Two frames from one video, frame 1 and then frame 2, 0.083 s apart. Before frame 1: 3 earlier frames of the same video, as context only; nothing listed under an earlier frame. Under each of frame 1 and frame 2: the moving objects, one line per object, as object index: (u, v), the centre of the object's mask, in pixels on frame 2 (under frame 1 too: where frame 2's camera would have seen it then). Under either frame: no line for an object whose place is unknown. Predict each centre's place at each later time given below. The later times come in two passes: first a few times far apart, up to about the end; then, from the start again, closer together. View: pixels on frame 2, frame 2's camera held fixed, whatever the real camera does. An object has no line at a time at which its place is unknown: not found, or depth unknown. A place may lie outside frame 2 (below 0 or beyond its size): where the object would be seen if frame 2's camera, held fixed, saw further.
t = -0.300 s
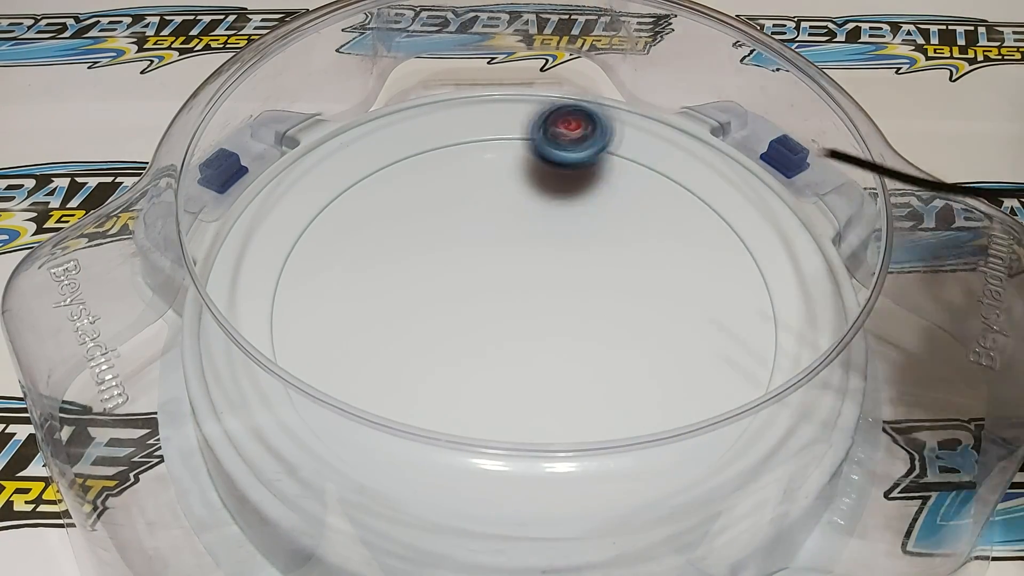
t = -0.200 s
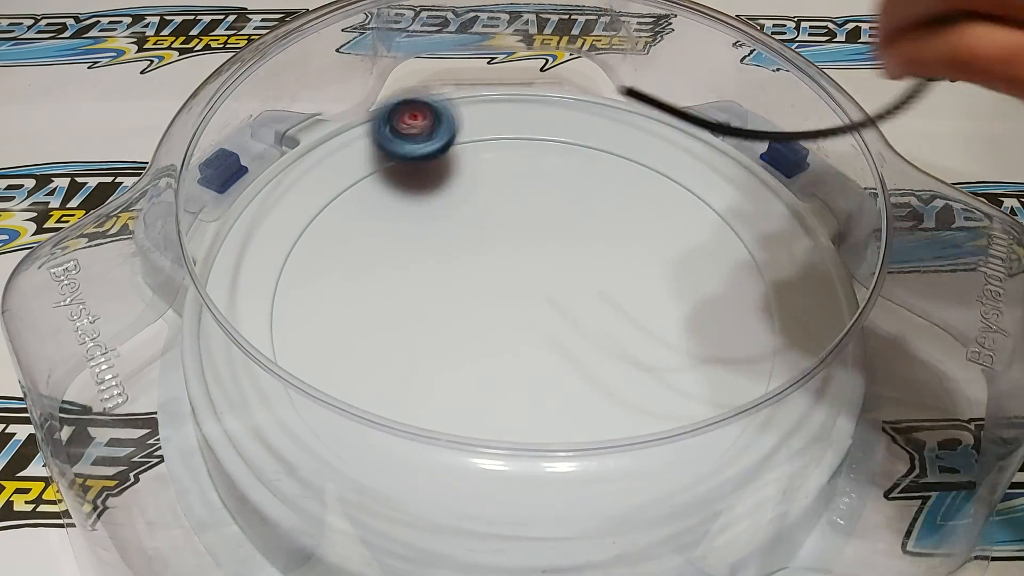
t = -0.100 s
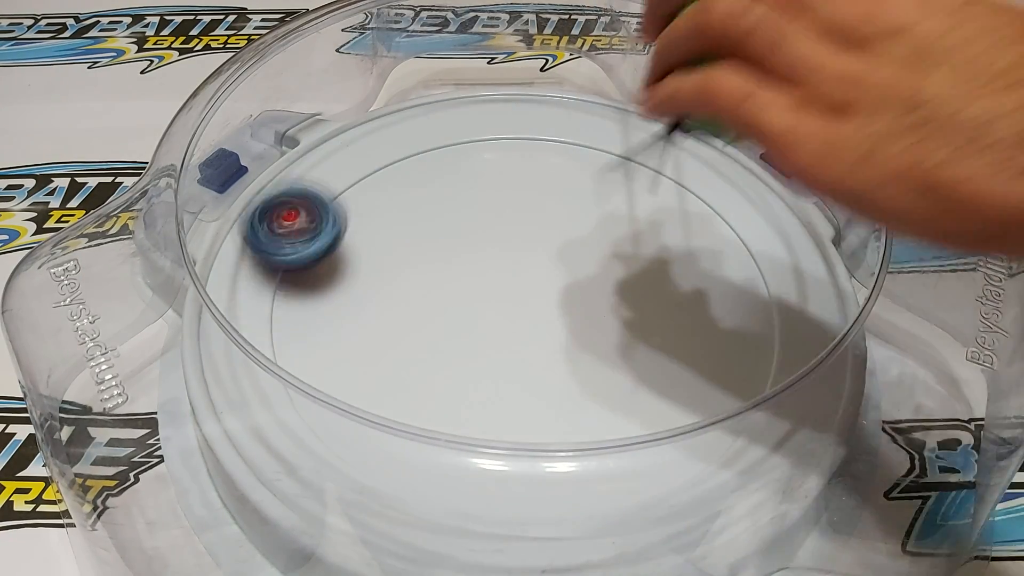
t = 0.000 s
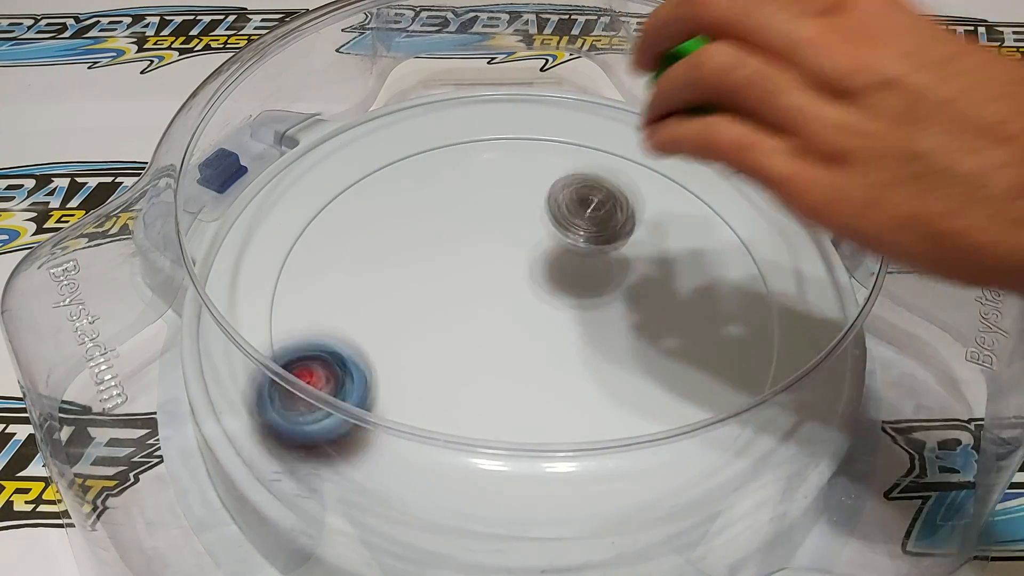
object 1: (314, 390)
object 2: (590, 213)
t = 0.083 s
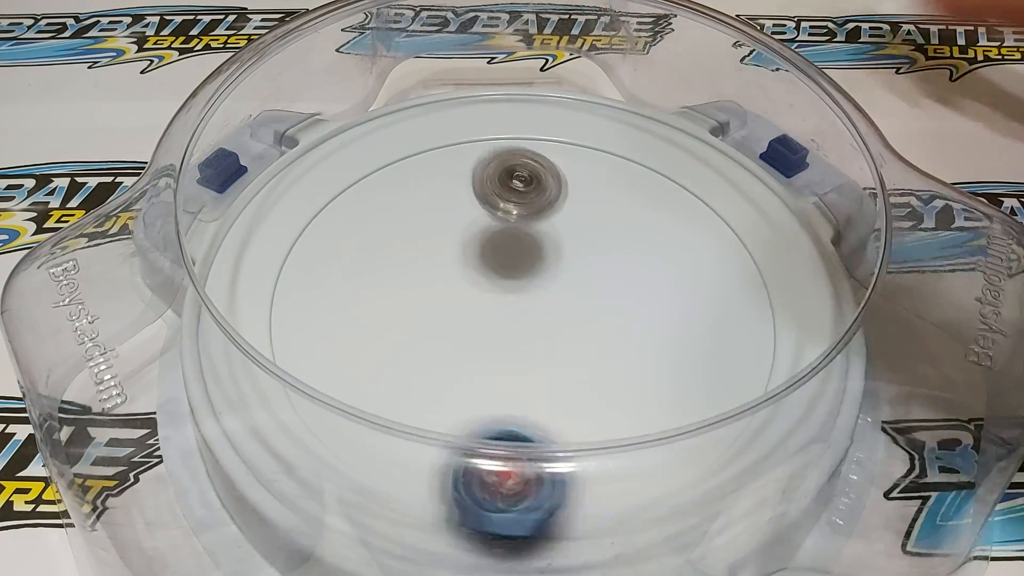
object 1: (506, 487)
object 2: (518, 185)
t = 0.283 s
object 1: (727, 203)
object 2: (388, 227)
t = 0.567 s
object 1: (321, 401)
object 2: (548, 357)
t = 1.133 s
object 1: (419, 96)
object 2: (356, 238)
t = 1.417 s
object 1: (578, 380)
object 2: (396, 319)
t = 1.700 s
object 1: (940, 423)
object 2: (618, 266)
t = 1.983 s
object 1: (915, 391)
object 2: (465, 61)
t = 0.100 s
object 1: (558, 488)
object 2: (504, 179)
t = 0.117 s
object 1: (602, 480)
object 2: (488, 177)
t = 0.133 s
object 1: (648, 464)
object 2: (473, 178)
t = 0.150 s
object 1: (688, 440)
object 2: (458, 184)
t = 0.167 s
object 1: (718, 417)
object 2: (444, 196)
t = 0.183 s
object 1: (741, 385)
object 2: (429, 210)
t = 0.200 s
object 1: (757, 352)
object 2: (421, 211)
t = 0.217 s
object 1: (766, 325)
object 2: (414, 207)
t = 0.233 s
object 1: (767, 290)
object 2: (406, 206)
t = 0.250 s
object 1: (761, 261)
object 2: (399, 210)
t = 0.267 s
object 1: (747, 232)
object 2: (393, 217)
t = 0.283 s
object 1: (727, 203)
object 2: (388, 227)
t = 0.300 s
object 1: (704, 180)
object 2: (385, 231)
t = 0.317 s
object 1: (673, 161)
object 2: (383, 239)
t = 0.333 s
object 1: (642, 142)
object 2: (383, 247)
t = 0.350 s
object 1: (607, 129)
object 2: (384, 255)
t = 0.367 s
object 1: (567, 121)
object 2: (388, 265)
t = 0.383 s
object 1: (529, 116)
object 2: (393, 274)
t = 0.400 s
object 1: (487, 115)
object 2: (399, 284)
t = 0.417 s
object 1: (448, 121)
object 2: (408, 293)
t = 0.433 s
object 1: (409, 130)
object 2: (419, 303)
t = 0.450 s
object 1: (373, 146)
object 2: (430, 313)
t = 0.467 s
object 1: (340, 168)
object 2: (444, 321)
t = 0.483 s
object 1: (311, 196)
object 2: (459, 329)
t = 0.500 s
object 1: (287, 230)
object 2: (474, 338)
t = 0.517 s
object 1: (276, 270)
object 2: (492, 343)
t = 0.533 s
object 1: (279, 311)
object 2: (510, 350)
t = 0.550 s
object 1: (291, 355)
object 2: (529, 352)
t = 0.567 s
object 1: (321, 401)
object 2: (548, 357)
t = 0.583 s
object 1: (365, 443)
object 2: (566, 361)
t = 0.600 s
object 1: (425, 464)
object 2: (585, 361)
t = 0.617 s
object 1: (494, 481)
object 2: (603, 361)
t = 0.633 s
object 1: (565, 491)
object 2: (622, 362)
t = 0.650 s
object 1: (638, 499)
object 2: (638, 358)
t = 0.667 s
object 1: (701, 494)
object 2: (655, 358)
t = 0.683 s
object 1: (733, 460)
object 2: (669, 350)
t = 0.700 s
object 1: (768, 428)
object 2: (682, 347)
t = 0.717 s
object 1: (790, 395)
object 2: (693, 339)
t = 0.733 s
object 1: (809, 360)
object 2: (706, 333)
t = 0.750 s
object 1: (811, 321)
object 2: (715, 329)
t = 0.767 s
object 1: (829, 288)
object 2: (723, 322)
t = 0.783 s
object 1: (827, 263)
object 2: (727, 316)
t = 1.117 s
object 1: (415, 81)
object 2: (364, 241)
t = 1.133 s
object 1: (419, 96)
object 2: (356, 238)
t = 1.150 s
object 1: (421, 110)
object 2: (349, 238)
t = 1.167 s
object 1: (422, 124)
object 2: (343, 237)
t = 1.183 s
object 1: (424, 142)
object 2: (339, 237)
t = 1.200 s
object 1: (427, 162)
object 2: (336, 238)
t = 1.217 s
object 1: (429, 180)
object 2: (335, 240)
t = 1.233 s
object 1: (432, 199)
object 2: (335, 243)
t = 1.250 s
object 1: (435, 217)
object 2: (337, 247)
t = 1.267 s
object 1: (438, 236)
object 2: (340, 252)
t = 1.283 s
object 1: (447, 253)
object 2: (341, 257)
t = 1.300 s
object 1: (458, 273)
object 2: (342, 263)
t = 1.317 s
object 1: (473, 290)
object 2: (344, 268)
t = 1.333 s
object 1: (488, 309)
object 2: (349, 276)
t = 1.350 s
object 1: (505, 325)
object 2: (355, 285)
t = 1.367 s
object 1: (521, 341)
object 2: (363, 293)
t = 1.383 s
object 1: (540, 356)
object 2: (372, 301)
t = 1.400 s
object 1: (559, 369)
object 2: (384, 312)
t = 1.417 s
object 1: (578, 380)
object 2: (396, 319)
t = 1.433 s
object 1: (599, 389)
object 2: (411, 328)
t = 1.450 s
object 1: (617, 395)
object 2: (427, 338)
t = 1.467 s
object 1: (635, 397)
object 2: (443, 346)
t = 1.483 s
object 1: (658, 407)
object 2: (464, 353)
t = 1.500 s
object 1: (680, 414)
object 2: (485, 361)
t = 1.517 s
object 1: (697, 416)
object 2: (505, 366)
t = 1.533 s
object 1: (716, 426)
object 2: (528, 371)
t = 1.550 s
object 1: (733, 423)
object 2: (551, 375)
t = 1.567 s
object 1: (746, 418)
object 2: (573, 377)
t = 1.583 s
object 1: (752, 410)
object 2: (598, 378)
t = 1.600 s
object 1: (755, 398)
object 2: (620, 375)
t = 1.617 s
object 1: (762, 396)
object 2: (642, 375)
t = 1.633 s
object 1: (761, 385)
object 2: (661, 370)
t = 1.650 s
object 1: (767, 377)
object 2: (674, 360)
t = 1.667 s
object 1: (820, 389)
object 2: (660, 327)
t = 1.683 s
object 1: (882, 407)
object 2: (640, 295)
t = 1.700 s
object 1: (940, 423)
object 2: (618, 266)
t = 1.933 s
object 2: (436, 46)
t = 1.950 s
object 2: (444, 42)
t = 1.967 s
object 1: (924, 390)
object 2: (457, 52)
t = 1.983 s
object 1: (915, 391)
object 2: (465, 61)
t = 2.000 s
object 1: (920, 392)
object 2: (473, 60)
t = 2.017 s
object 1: (925, 394)
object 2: (479, 66)
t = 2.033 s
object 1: (929, 394)
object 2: (482, 75)
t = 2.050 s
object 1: (932, 390)
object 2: (486, 76)
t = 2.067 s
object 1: (926, 385)
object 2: (491, 72)
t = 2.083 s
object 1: (927, 382)
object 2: (493, 75)
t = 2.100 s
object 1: (925, 381)
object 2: (497, 74)
